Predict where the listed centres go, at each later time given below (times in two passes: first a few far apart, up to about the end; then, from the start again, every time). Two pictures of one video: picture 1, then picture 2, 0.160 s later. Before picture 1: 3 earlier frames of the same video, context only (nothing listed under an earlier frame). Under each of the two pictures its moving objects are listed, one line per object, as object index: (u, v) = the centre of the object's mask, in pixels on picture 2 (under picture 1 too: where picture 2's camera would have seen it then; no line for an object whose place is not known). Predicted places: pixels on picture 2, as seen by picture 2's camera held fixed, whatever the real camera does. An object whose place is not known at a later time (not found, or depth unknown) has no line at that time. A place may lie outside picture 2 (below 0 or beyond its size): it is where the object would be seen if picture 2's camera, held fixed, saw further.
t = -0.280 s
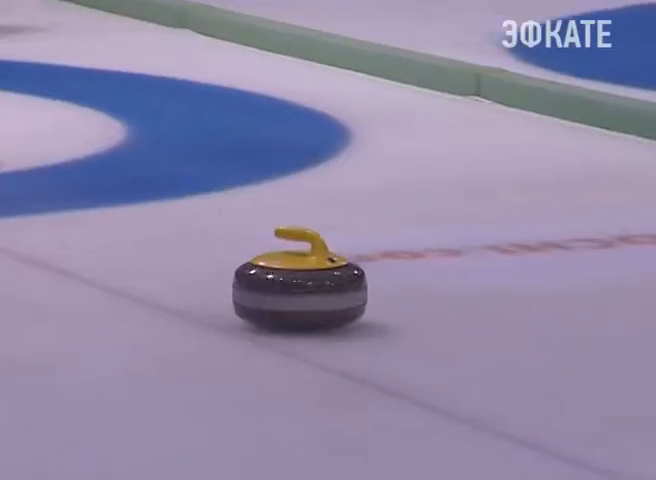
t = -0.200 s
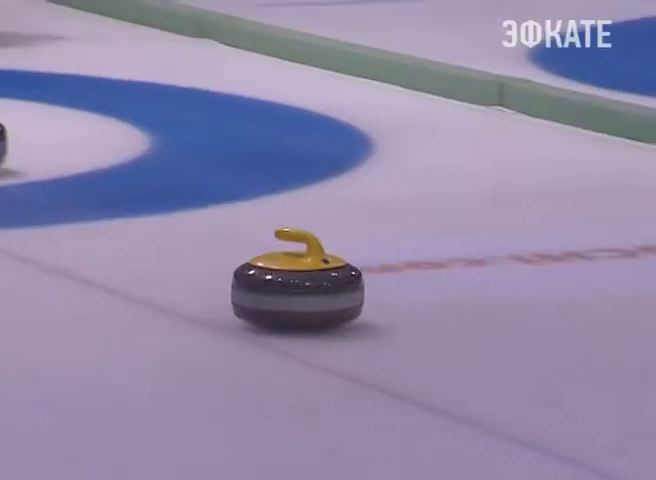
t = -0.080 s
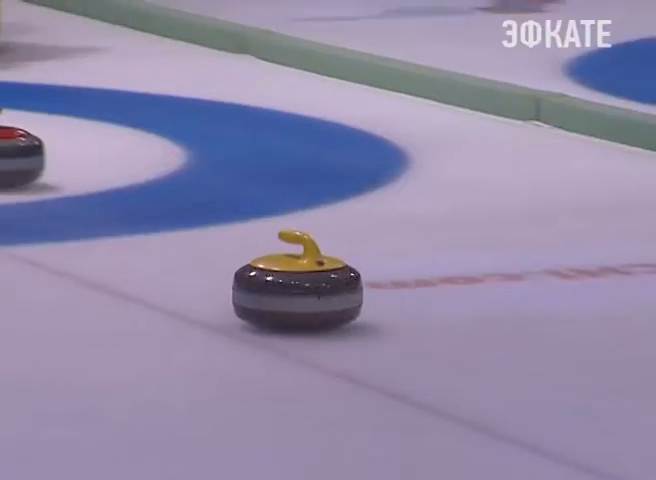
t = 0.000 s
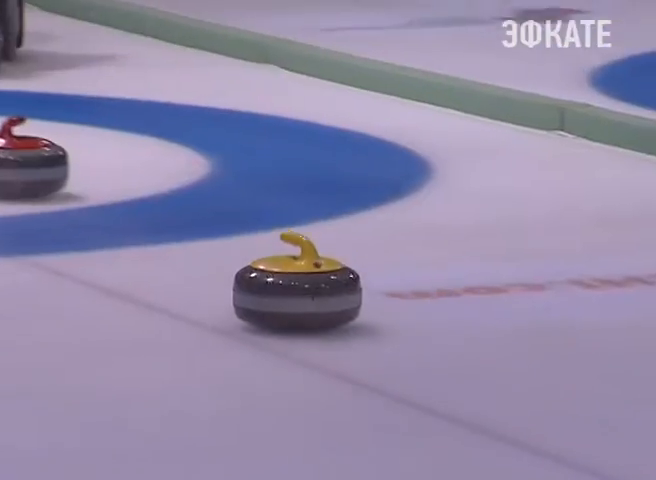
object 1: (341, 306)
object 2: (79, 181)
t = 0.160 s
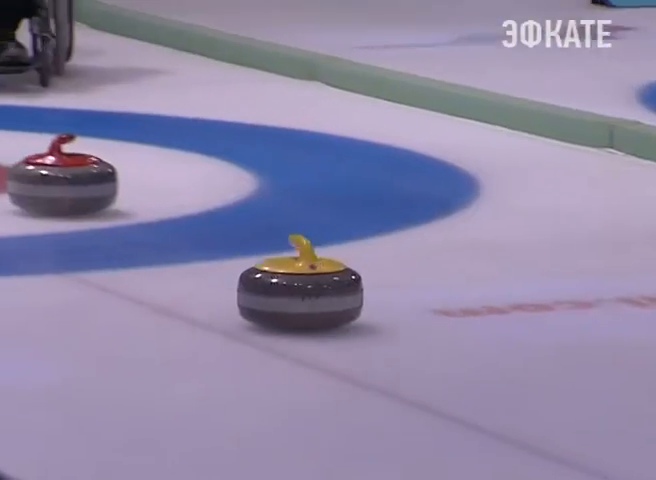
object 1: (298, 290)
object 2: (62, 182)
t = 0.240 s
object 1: (275, 283)
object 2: (62, 182)
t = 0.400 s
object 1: (234, 268)
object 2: (62, 182)
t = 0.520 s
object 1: (206, 257)
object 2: (62, 182)
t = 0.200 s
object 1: (286, 286)
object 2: (62, 182)
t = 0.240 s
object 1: (275, 283)
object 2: (62, 182)
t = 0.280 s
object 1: (265, 279)
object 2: (62, 182)
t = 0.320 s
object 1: (255, 275)
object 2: (62, 182)
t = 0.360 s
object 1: (244, 271)
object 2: (62, 182)
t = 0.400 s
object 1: (234, 268)
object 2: (62, 182)
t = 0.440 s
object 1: (225, 264)
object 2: (62, 182)
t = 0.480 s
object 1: (215, 261)
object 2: (62, 182)
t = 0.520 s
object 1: (206, 257)
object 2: (62, 182)
